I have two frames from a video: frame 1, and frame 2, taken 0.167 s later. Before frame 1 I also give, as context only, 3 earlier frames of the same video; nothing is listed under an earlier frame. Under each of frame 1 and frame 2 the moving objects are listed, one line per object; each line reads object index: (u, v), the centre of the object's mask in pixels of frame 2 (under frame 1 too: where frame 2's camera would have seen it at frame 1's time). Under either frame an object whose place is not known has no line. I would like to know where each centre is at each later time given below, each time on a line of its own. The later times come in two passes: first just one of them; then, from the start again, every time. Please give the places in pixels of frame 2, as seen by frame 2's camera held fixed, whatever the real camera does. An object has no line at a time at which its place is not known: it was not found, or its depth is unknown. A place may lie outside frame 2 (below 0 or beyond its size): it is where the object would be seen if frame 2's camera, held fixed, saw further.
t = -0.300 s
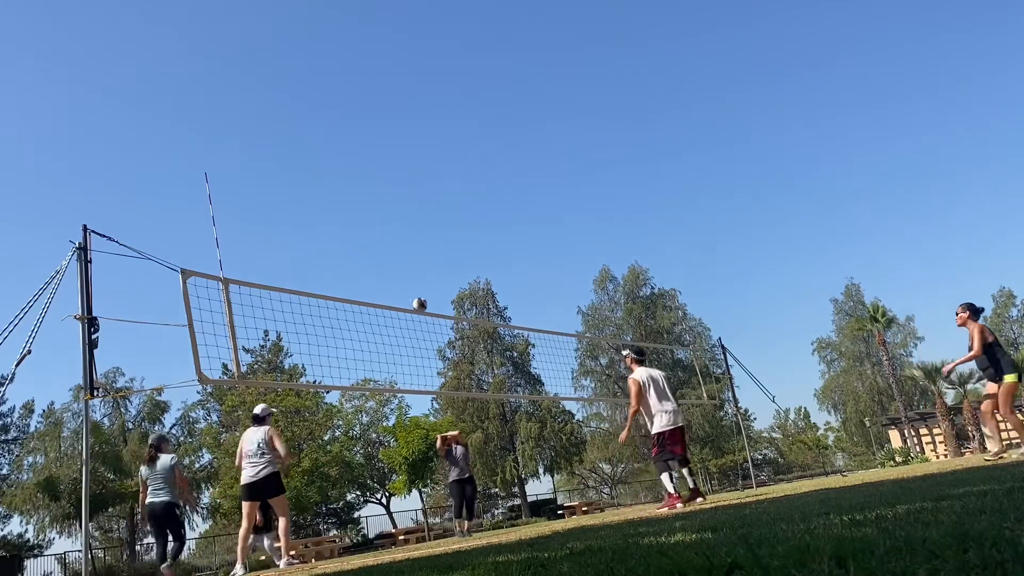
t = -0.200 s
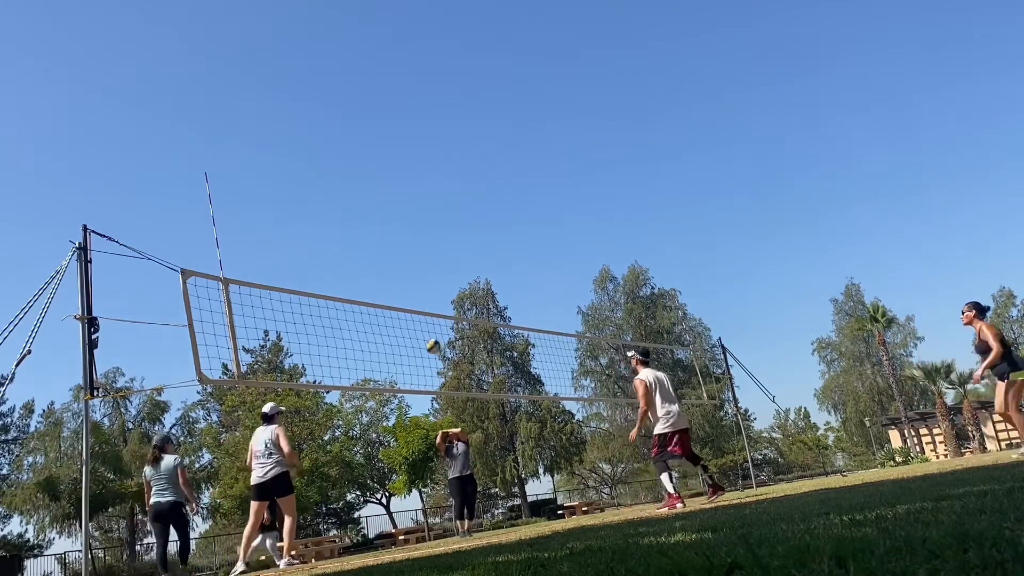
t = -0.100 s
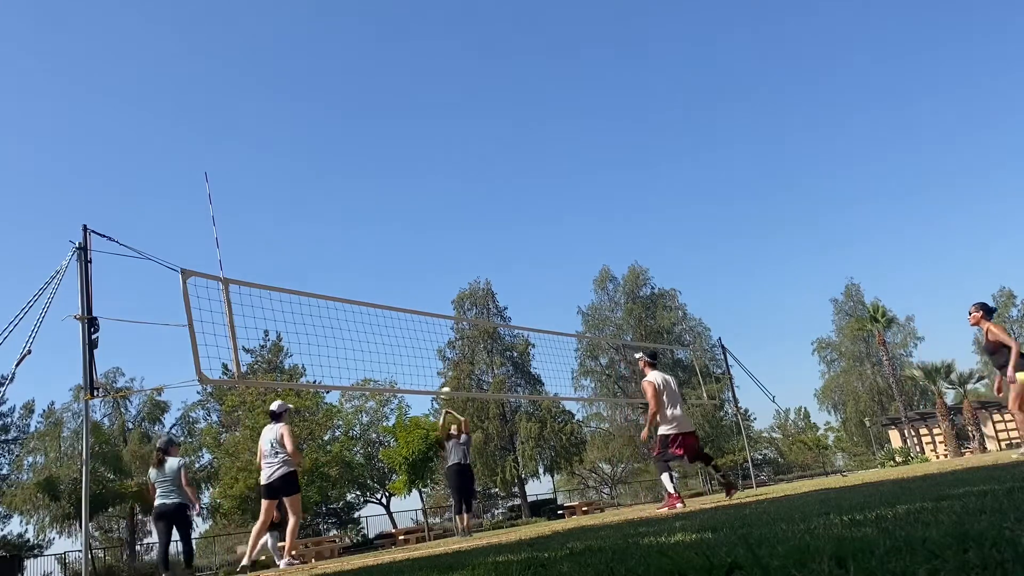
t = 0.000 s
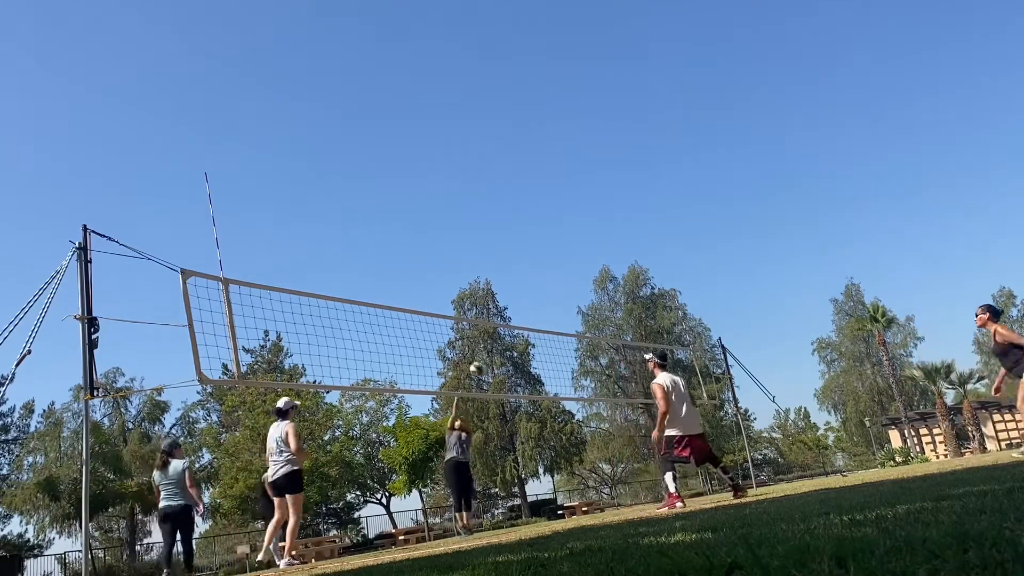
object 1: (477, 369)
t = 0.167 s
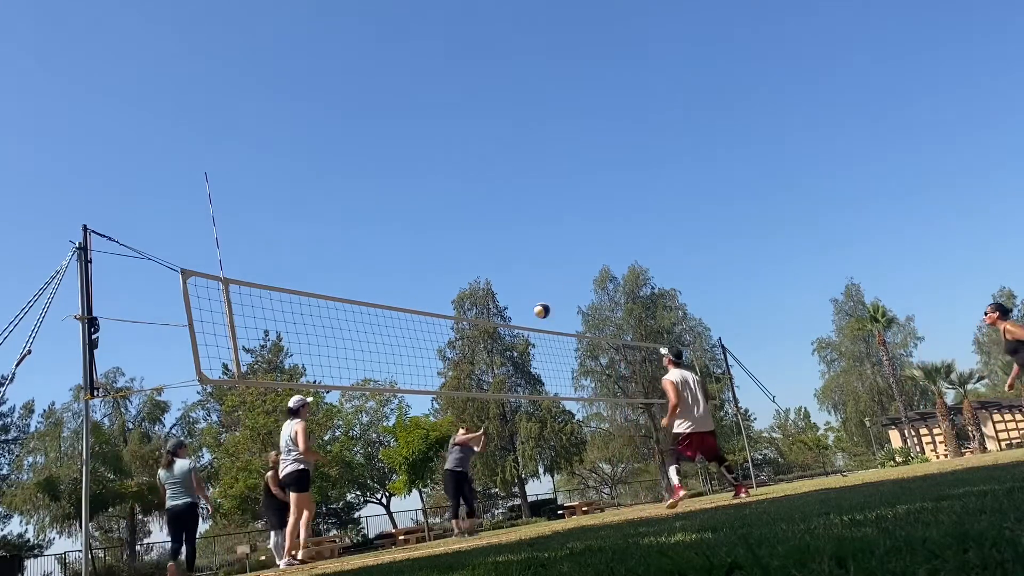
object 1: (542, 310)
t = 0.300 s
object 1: (603, 273)
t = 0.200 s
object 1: (556, 300)
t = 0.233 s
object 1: (571, 290)
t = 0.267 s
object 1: (586, 281)
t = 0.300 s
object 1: (603, 273)
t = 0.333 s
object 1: (619, 265)
